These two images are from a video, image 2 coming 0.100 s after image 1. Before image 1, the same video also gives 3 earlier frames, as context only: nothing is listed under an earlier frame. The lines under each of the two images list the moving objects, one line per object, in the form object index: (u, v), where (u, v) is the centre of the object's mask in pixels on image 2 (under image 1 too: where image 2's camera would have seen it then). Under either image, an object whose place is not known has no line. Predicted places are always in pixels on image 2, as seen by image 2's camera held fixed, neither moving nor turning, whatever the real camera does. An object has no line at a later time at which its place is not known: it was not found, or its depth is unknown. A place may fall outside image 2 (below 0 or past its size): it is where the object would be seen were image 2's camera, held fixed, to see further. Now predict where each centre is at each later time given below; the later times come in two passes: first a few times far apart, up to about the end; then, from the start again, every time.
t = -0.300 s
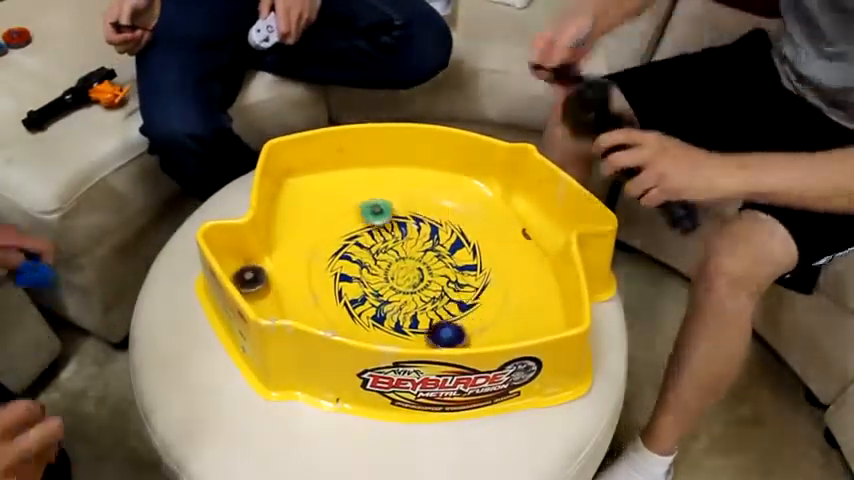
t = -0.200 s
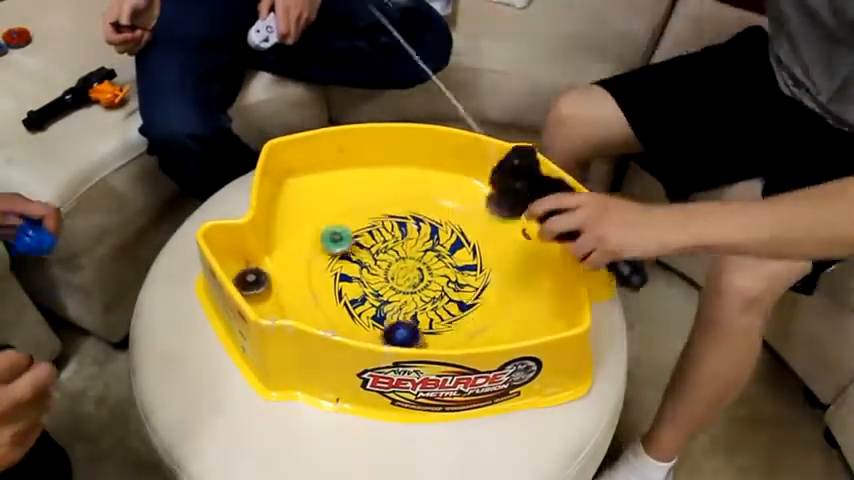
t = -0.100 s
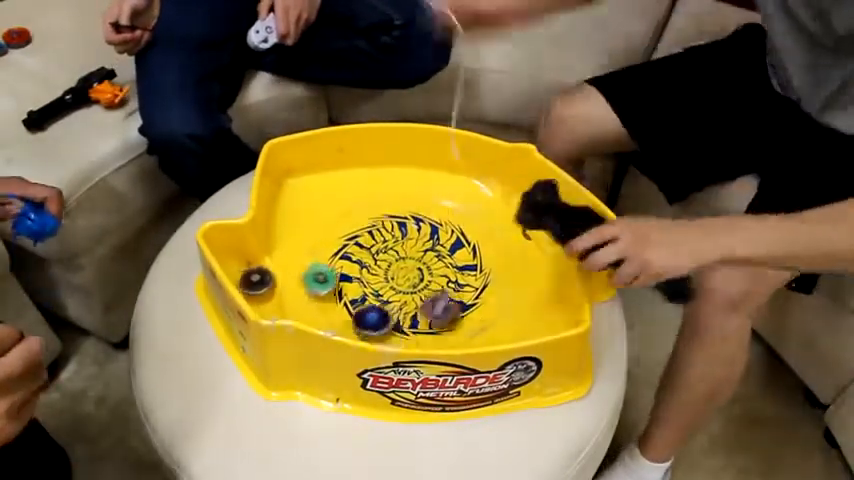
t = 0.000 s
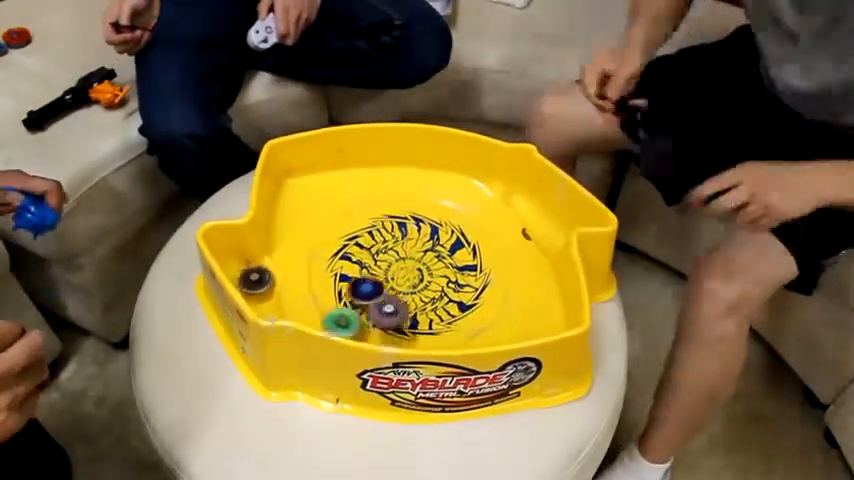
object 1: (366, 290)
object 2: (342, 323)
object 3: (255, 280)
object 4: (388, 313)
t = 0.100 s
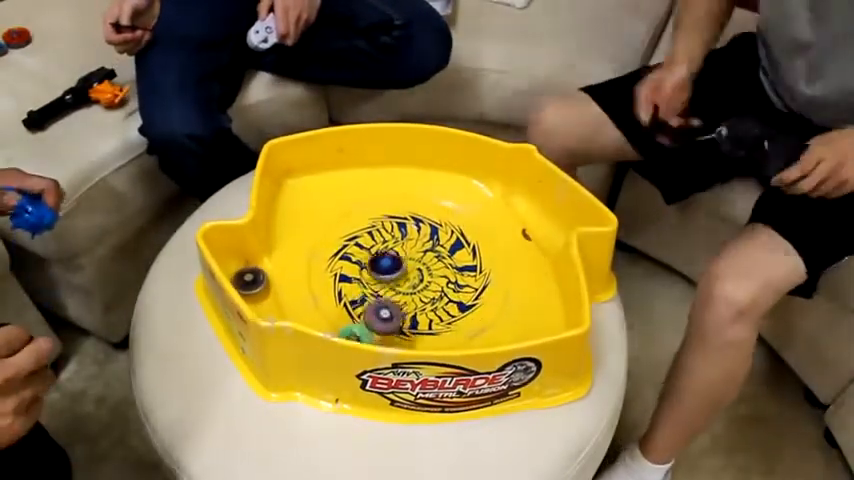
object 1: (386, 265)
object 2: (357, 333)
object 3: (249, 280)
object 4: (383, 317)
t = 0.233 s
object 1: (431, 246)
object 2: (368, 300)
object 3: (251, 283)
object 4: (436, 342)
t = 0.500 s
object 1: (504, 276)
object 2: (426, 215)
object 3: (254, 288)
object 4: (536, 255)
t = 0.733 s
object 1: (465, 321)
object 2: (408, 200)
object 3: (266, 296)
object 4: (515, 197)
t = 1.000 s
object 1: (381, 312)
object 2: (399, 236)
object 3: (261, 294)
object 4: (547, 233)
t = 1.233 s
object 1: (334, 317)
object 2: (422, 174)
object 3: (262, 294)
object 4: (550, 235)
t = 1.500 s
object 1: (370, 276)
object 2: (408, 230)
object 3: (261, 297)
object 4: (535, 220)
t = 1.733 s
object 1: (398, 336)
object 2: (493, 189)
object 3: (269, 303)
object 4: (532, 216)
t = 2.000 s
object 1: (363, 337)
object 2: (486, 242)
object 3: (270, 306)
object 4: (532, 218)
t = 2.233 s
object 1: (383, 308)
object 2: (445, 279)
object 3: (272, 307)
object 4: (527, 211)
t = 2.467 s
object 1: (407, 278)
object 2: (483, 290)
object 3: (272, 308)
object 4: (527, 211)
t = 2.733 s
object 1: (462, 263)
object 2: (480, 287)
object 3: (276, 311)
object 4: (528, 211)
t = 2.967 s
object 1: (480, 265)
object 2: (464, 294)
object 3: (271, 308)
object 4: (528, 211)
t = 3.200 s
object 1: (470, 258)
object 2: (428, 294)
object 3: (270, 305)
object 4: (528, 211)
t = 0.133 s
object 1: (395, 259)
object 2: (359, 333)
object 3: (247, 280)
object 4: (391, 322)
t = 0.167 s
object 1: (406, 253)
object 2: (362, 324)
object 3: (248, 280)
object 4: (403, 330)
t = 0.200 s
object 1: (418, 249)
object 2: (365, 314)
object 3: (250, 282)
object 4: (420, 339)
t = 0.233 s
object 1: (431, 246)
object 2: (368, 300)
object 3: (251, 283)
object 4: (436, 342)
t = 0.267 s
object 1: (443, 244)
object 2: (375, 286)
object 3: (254, 285)
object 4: (453, 340)
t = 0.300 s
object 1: (454, 245)
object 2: (382, 273)
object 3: (257, 286)
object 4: (472, 337)
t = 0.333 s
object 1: (467, 247)
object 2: (391, 260)
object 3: (260, 286)
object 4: (490, 332)
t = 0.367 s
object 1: (479, 251)
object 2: (399, 250)
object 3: (262, 287)
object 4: (508, 323)
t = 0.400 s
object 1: (489, 256)
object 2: (408, 239)
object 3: (261, 287)
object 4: (523, 308)
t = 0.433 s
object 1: (497, 262)
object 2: (415, 230)
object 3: (259, 287)
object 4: (536, 292)
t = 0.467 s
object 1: (503, 268)
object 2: (422, 222)
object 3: (256, 287)
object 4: (537, 273)
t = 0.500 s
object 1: (504, 276)
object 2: (426, 215)
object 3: (254, 288)
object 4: (536, 255)
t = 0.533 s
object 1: (502, 284)
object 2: (428, 209)
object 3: (254, 288)
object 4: (536, 239)
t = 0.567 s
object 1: (500, 293)
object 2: (428, 205)
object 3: (255, 290)
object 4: (536, 230)
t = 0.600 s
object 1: (497, 300)
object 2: (428, 201)
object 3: (257, 291)
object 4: (539, 221)
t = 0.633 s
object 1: (492, 308)
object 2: (424, 199)
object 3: (260, 293)
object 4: (528, 213)
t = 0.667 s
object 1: (486, 313)
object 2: (421, 198)
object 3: (263, 295)
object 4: (525, 202)
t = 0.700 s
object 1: (477, 318)
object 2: (415, 199)
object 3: (266, 295)
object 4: (520, 197)
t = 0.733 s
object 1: (465, 321)
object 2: (408, 200)
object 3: (266, 296)
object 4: (515, 197)
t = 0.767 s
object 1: (452, 322)
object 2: (400, 204)
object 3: (264, 297)
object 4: (516, 197)
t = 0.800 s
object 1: (439, 321)
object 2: (394, 210)
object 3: (263, 296)
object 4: (519, 201)
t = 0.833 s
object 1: (426, 318)
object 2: (388, 219)
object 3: (262, 295)
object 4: (521, 204)
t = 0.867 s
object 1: (413, 312)
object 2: (385, 229)
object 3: (262, 294)
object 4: (525, 209)
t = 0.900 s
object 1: (402, 305)
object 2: (385, 241)
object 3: (261, 294)
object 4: (532, 215)
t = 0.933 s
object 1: (394, 297)
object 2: (388, 252)
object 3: (261, 294)
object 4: (535, 221)
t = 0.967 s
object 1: (388, 296)
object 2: (391, 254)
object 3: (261, 294)
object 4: (543, 228)
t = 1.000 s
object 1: (381, 312)
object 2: (399, 236)
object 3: (261, 294)
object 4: (547, 233)
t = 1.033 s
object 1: (375, 323)
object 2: (407, 217)
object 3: (262, 294)
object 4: (550, 237)
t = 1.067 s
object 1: (368, 328)
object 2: (413, 202)
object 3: (262, 294)
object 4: (552, 239)
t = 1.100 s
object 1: (362, 329)
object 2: (417, 189)
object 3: (262, 295)
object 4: (553, 240)
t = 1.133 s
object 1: (357, 328)
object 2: (420, 180)
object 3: (262, 295)
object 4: (553, 240)
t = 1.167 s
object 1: (350, 325)
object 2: (422, 176)
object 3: (262, 294)
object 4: (552, 239)
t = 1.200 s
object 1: (342, 321)
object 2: (422, 172)
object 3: (262, 294)
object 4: (551, 237)
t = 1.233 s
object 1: (334, 317)
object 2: (422, 174)
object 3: (262, 294)
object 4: (550, 235)
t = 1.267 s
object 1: (329, 312)
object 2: (421, 179)
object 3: (261, 294)
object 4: (546, 231)
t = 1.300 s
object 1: (327, 304)
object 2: (418, 184)
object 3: (261, 293)
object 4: (542, 227)
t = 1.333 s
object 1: (327, 298)
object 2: (415, 190)
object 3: (261, 294)
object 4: (537, 222)
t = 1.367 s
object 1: (332, 291)
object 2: (411, 199)
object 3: (261, 295)
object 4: (534, 218)
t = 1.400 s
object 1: (340, 286)
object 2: (408, 206)
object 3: (261, 295)
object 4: (532, 217)
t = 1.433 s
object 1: (348, 282)
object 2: (406, 212)
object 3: (261, 295)
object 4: (534, 219)
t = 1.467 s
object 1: (360, 278)
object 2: (406, 221)
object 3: (261, 296)
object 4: (533, 219)
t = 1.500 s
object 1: (370, 276)
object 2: (408, 230)
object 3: (261, 297)
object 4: (535, 220)
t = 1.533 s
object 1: (382, 274)
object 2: (413, 238)
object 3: (262, 298)
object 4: (534, 220)
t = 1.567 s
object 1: (396, 274)
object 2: (416, 246)
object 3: (265, 299)
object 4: (534, 220)
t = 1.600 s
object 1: (399, 287)
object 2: (432, 240)
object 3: (265, 301)
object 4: (534, 220)
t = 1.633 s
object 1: (400, 305)
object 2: (455, 223)
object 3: (266, 301)
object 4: (533, 219)
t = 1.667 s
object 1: (400, 319)
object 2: (472, 207)
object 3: (269, 303)
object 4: (533, 219)
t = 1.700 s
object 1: (401, 330)
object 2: (482, 195)
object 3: (269, 303)
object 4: (532, 217)
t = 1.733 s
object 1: (398, 336)
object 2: (493, 189)
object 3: (269, 303)
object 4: (532, 216)
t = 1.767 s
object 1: (395, 337)
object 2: (496, 192)
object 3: (269, 304)
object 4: (532, 216)
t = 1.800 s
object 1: (391, 337)
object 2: (498, 198)
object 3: (269, 305)
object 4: (531, 216)
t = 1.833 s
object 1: (386, 337)
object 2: (498, 205)
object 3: (269, 305)
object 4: (531, 216)
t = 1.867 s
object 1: (381, 338)
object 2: (499, 212)
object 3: (269, 305)
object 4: (532, 217)
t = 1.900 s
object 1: (376, 338)
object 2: (496, 220)
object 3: (269, 305)
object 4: (532, 217)
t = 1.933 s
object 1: (372, 338)
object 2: (493, 228)
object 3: (269, 306)
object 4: (532, 218)
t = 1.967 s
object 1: (368, 338)
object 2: (490, 235)
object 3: (269, 306)
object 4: (532, 218)
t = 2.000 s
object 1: (363, 337)
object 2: (486, 242)
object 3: (270, 306)
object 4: (532, 218)
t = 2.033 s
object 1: (361, 335)
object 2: (481, 248)
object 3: (270, 306)
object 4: (531, 217)
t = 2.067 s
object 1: (360, 332)
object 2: (476, 254)
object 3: (271, 307)
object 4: (531, 216)
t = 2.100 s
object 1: (362, 330)
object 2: (469, 259)
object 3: (271, 307)
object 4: (529, 214)
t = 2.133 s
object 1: (364, 327)
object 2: (462, 265)
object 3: (272, 307)
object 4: (529, 214)
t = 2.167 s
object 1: (368, 318)
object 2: (458, 270)
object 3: (272, 307)
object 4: (529, 213)
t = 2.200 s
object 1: (375, 312)
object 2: (451, 273)
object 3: (272, 307)
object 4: (528, 211)
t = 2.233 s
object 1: (383, 308)
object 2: (445, 279)
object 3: (272, 307)
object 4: (527, 211)
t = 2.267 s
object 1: (392, 302)
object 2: (442, 282)
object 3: (272, 307)
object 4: (526, 210)
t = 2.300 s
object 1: (401, 297)
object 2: (436, 287)
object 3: (272, 308)
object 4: (527, 211)
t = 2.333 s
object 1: (397, 293)
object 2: (449, 288)
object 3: (272, 307)
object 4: (527, 211)
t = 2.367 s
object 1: (396, 289)
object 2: (461, 289)
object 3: (272, 308)
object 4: (527, 211)
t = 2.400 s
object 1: (398, 286)
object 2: (471, 289)
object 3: (272, 308)
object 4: (527, 211)
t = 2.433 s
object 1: (402, 281)
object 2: (478, 290)
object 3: (272, 308)
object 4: (527, 211)
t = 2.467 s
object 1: (407, 278)
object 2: (483, 290)
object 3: (272, 308)
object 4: (527, 211)
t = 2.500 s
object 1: (413, 276)
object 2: (485, 290)
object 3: (273, 308)
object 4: (527, 211)
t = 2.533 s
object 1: (419, 272)
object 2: (486, 289)
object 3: (273, 309)
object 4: (528, 211)
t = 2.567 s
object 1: (426, 270)
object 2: (486, 289)
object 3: (274, 309)
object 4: (527, 211)
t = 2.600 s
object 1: (433, 266)
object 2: (486, 288)
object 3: (274, 309)
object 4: (527, 211)
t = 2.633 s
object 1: (440, 265)
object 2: (485, 288)
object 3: (275, 310)
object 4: (527, 211)
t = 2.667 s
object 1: (448, 264)
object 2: (484, 288)
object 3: (275, 311)
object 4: (527, 211)
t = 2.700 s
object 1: (456, 264)
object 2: (481, 287)
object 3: (275, 311)
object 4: (528, 211)
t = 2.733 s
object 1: (462, 263)
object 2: (480, 287)
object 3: (276, 311)
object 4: (528, 211)
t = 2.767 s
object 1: (466, 262)
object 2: (479, 289)
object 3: (276, 311)
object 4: (528, 211)
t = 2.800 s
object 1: (471, 264)
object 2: (477, 291)
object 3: (274, 311)
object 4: (528, 211)
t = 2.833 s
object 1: (474, 264)
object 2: (475, 292)
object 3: (275, 310)
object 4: (528, 211)
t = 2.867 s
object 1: (477, 264)
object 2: (472, 293)
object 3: (275, 310)
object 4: (527, 211)
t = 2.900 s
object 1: (479, 264)
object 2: (470, 294)
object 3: (273, 309)
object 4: (528, 211)
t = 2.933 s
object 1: (480, 265)
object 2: (468, 294)
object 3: (272, 308)
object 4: (527, 211)
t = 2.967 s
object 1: (480, 265)
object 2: (464, 294)
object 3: (271, 308)
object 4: (528, 211)
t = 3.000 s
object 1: (479, 266)
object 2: (463, 293)
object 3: (271, 308)
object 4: (528, 211)
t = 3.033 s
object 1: (478, 267)
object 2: (458, 293)
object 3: (271, 307)
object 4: (528, 211)
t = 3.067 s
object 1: (476, 268)
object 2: (454, 292)
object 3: (270, 307)
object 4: (528, 211)
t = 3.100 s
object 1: (473, 268)
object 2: (451, 292)
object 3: (271, 306)
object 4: (528, 211)
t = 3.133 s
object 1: (471, 264)
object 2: (441, 293)
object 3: (271, 306)
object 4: (528, 211)
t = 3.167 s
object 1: (471, 261)
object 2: (434, 294)
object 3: (271, 306)
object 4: (528, 211)
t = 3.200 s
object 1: (470, 258)
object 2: (428, 294)
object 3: (270, 305)
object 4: (528, 211)
